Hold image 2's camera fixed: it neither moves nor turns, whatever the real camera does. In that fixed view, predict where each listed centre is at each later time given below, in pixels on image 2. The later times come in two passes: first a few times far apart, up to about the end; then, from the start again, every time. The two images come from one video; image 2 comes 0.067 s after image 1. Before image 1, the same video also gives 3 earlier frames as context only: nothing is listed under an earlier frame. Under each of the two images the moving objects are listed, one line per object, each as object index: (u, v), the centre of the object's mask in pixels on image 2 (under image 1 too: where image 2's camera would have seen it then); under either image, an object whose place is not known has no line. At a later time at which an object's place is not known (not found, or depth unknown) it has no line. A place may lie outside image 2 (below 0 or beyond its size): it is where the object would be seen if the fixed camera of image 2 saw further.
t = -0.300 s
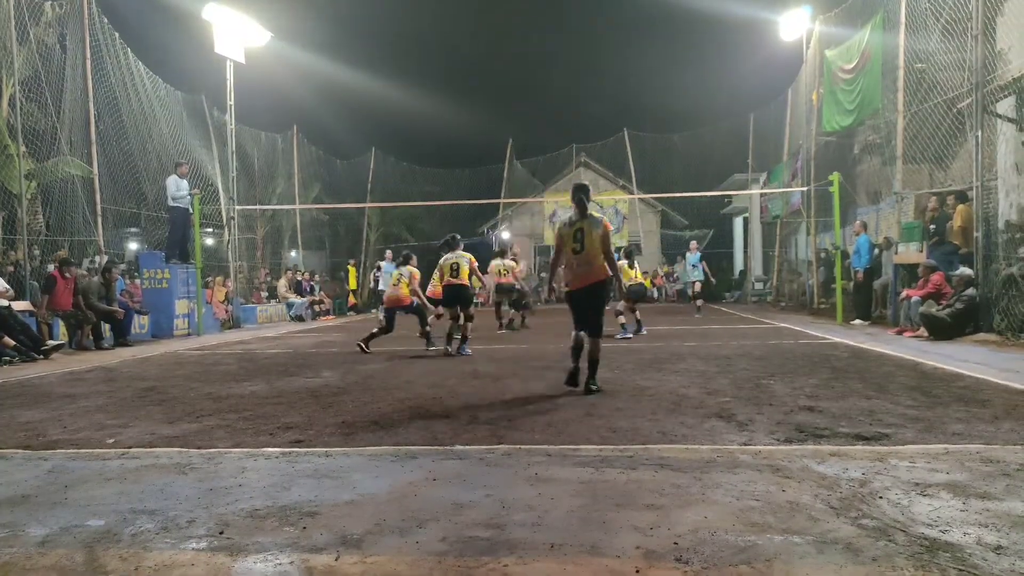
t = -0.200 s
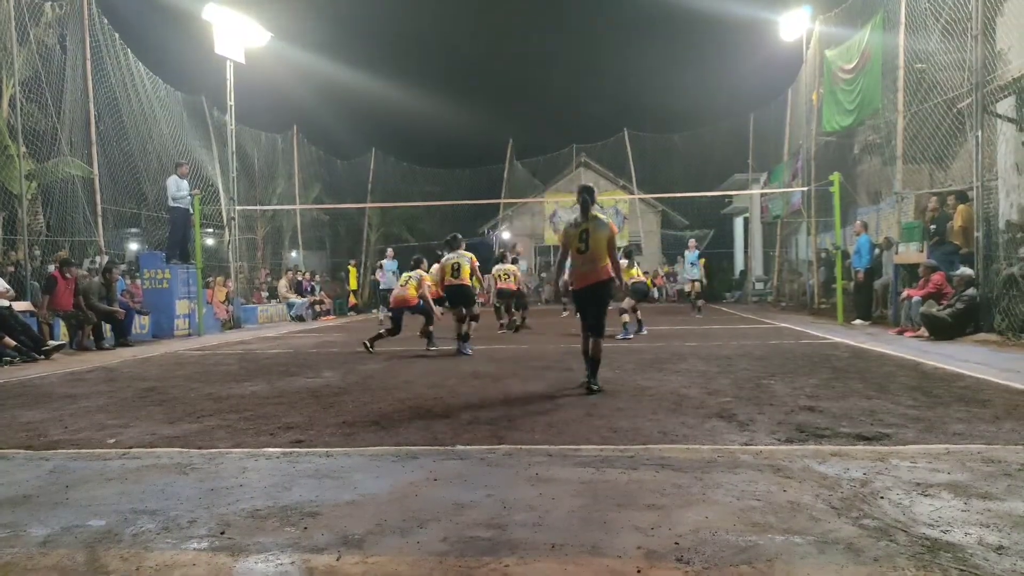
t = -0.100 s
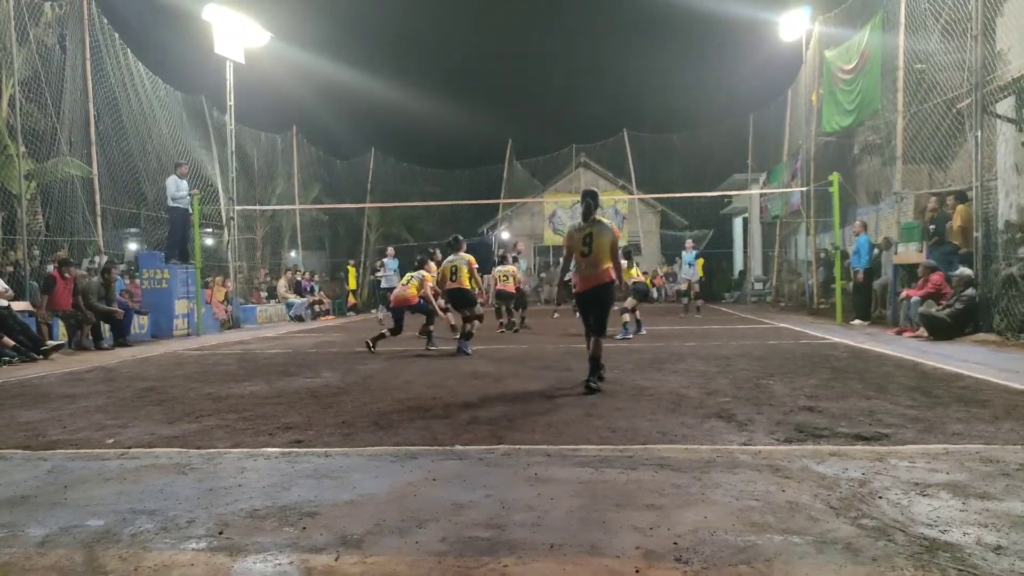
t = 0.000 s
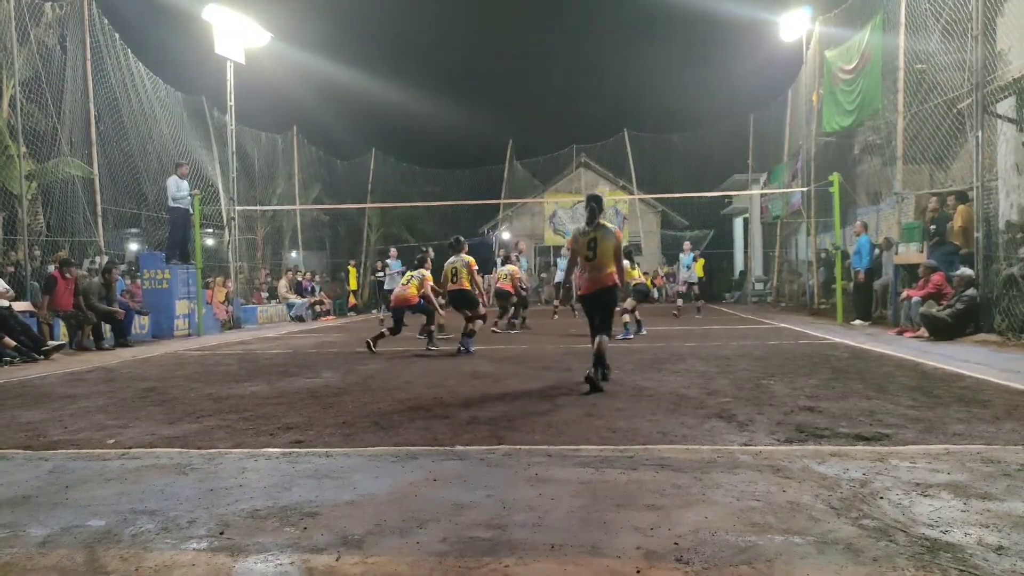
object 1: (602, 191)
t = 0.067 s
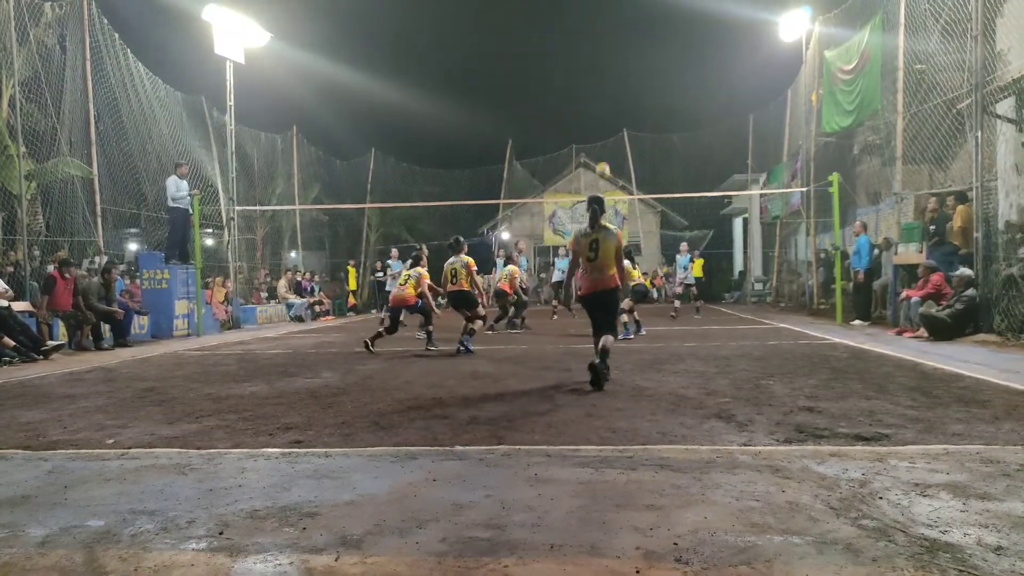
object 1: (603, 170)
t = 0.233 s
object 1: (606, 128)
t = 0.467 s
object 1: (611, 98)
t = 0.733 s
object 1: (619, 105)
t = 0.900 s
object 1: (624, 132)
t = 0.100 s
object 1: (603, 160)
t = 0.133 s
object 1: (604, 151)
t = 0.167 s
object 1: (604, 143)
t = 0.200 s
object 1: (605, 135)
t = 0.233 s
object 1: (606, 128)
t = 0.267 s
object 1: (606, 122)
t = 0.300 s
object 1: (607, 116)
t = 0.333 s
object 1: (608, 111)
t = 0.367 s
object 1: (609, 107)
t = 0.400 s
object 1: (610, 103)
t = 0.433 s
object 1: (610, 101)
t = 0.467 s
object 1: (611, 98)
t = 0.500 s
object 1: (612, 97)
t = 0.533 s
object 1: (613, 96)
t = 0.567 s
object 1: (614, 96)
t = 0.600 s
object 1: (615, 97)
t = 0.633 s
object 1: (616, 98)
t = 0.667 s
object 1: (617, 100)
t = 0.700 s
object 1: (618, 103)
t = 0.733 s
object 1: (619, 105)
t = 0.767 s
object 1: (620, 110)
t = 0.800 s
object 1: (621, 114)
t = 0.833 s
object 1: (622, 119)
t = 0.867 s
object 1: (623, 125)
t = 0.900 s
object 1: (624, 132)
